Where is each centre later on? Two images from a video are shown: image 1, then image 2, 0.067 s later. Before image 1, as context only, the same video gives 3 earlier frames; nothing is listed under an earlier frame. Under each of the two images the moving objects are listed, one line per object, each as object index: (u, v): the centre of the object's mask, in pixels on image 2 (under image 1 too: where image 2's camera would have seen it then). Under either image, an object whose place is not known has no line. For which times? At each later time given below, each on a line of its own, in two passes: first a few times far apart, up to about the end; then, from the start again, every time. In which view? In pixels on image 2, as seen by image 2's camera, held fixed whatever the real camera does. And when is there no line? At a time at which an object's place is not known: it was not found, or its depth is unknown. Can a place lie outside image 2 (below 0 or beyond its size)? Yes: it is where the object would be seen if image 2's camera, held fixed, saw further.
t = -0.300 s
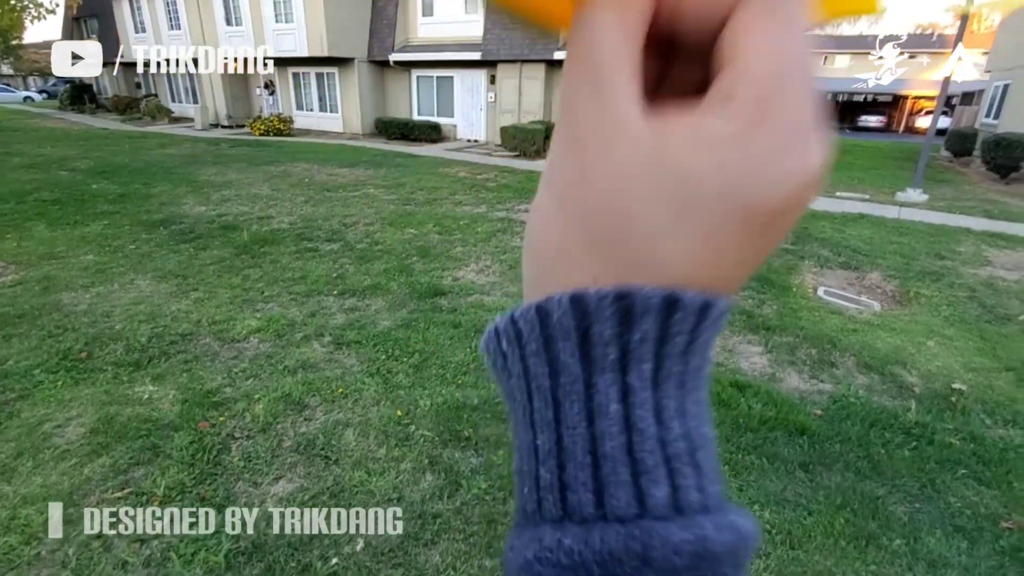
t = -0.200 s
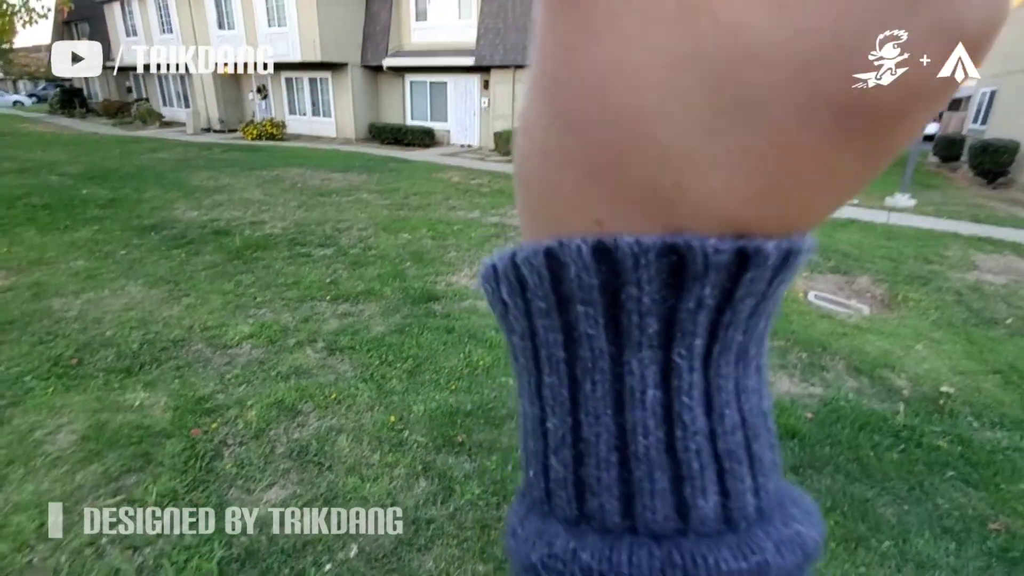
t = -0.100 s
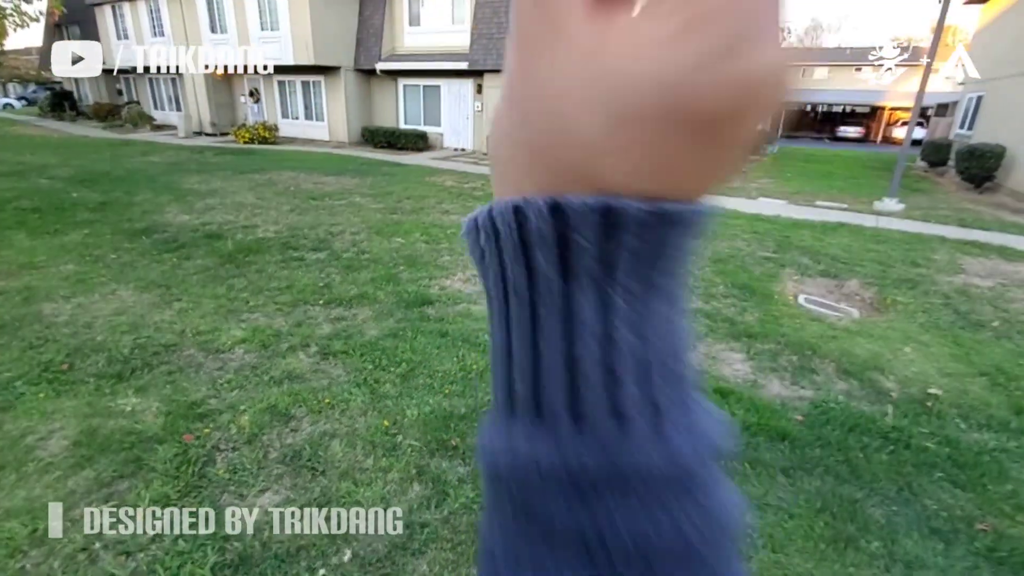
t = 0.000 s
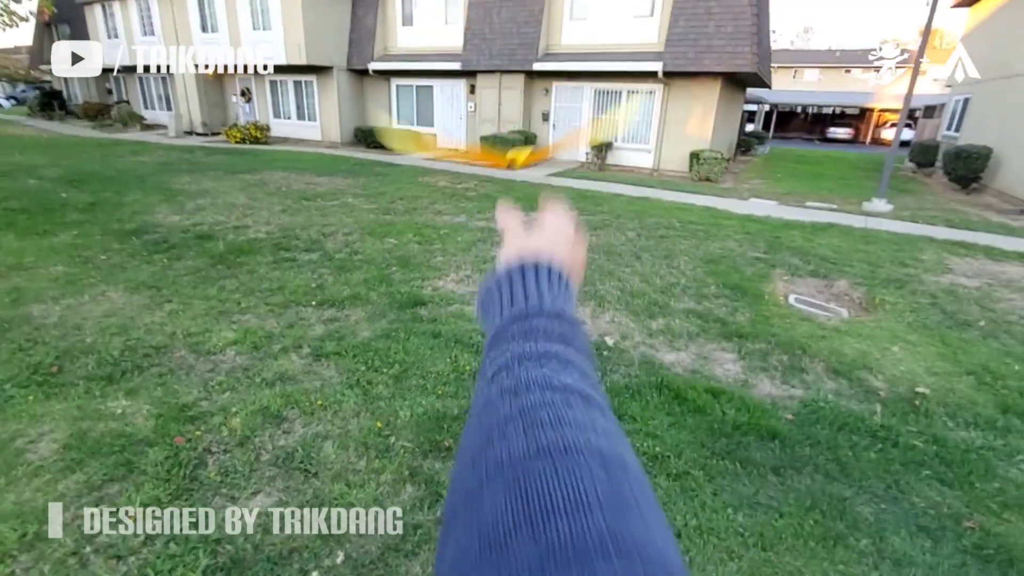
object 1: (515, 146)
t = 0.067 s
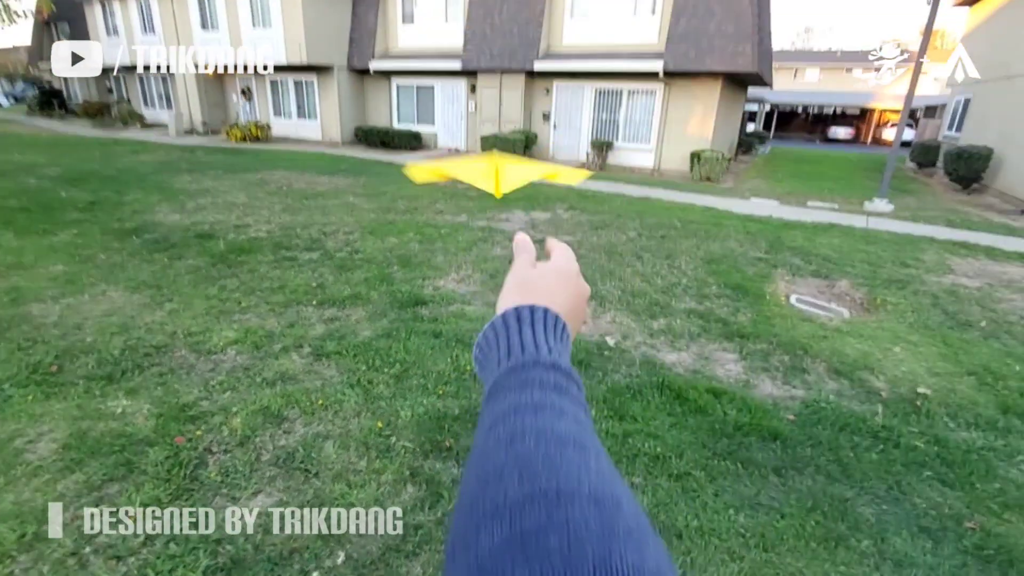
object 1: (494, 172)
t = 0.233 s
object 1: (488, 105)
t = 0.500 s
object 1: (487, 179)
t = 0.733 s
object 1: (504, 250)
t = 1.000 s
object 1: (508, 305)
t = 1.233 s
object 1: (479, 320)
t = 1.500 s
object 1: (476, 331)
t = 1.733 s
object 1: (476, 331)
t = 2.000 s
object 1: (476, 331)
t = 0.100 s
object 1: (489, 160)
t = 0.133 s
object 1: (489, 143)
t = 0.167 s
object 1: (488, 126)
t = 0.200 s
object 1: (487, 114)
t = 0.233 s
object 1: (488, 105)
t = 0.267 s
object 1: (490, 103)
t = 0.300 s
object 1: (492, 105)
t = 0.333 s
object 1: (492, 109)
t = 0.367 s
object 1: (492, 119)
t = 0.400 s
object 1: (493, 133)
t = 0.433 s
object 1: (490, 146)
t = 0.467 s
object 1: (489, 162)
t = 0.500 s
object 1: (487, 179)
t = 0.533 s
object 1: (487, 197)
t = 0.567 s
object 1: (489, 213)
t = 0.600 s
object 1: (490, 226)
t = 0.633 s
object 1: (493, 236)
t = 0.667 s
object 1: (496, 242)
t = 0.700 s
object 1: (501, 246)
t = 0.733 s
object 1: (504, 250)
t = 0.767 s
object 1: (505, 255)
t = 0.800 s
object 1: (507, 261)
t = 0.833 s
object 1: (508, 268)
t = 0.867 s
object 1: (510, 275)
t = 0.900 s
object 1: (510, 283)
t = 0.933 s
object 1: (510, 291)
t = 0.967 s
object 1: (510, 298)
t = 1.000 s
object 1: (508, 305)
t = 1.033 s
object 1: (505, 309)
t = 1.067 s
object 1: (500, 312)
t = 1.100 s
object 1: (495, 313)
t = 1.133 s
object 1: (492, 314)
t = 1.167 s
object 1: (487, 315)
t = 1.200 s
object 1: (484, 317)
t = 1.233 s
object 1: (479, 320)
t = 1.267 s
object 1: (475, 324)
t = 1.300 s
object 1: (471, 328)
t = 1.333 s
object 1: (471, 326)
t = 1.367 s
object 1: (471, 326)
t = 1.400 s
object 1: (471, 326)
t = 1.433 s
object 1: (473, 327)
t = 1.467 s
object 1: (475, 329)
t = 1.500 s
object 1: (476, 331)
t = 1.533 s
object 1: (476, 331)
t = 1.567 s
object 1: (476, 331)
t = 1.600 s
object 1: (476, 331)
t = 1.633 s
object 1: (476, 331)
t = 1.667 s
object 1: (476, 330)
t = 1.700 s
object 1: (476, 331)
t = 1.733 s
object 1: (476, 331)
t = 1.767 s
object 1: (476, 331)
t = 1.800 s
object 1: (476, 331)
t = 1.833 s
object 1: (476, 331)
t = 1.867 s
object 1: (476, 331)
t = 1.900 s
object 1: (477, 331)
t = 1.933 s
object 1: (476, 331)
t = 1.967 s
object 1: (476, 331)
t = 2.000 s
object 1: (476, 331)
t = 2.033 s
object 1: (477, 331)
